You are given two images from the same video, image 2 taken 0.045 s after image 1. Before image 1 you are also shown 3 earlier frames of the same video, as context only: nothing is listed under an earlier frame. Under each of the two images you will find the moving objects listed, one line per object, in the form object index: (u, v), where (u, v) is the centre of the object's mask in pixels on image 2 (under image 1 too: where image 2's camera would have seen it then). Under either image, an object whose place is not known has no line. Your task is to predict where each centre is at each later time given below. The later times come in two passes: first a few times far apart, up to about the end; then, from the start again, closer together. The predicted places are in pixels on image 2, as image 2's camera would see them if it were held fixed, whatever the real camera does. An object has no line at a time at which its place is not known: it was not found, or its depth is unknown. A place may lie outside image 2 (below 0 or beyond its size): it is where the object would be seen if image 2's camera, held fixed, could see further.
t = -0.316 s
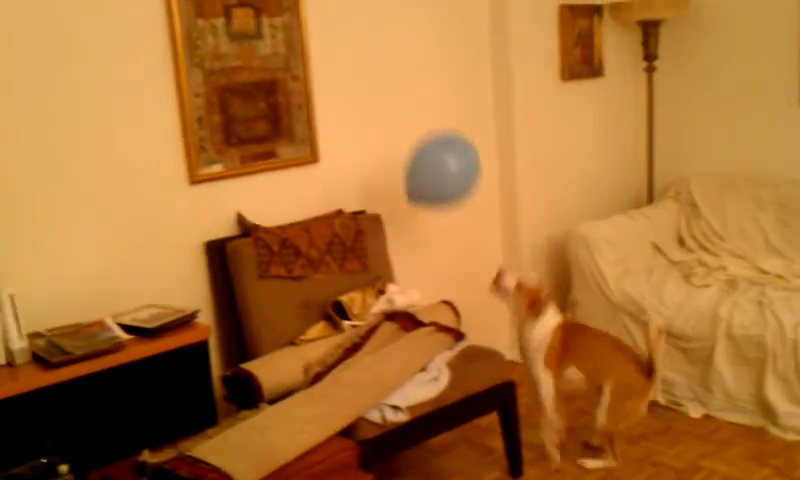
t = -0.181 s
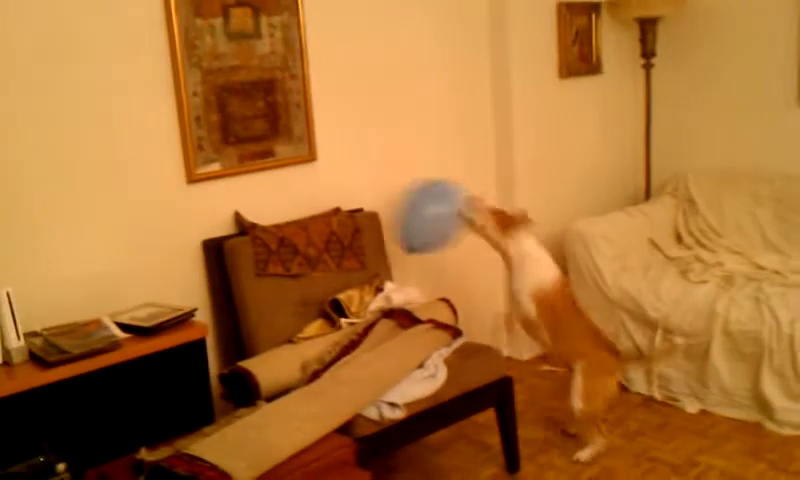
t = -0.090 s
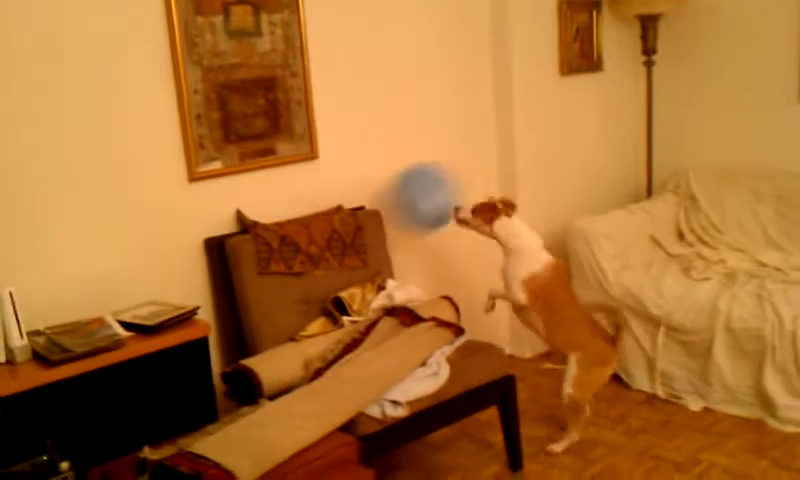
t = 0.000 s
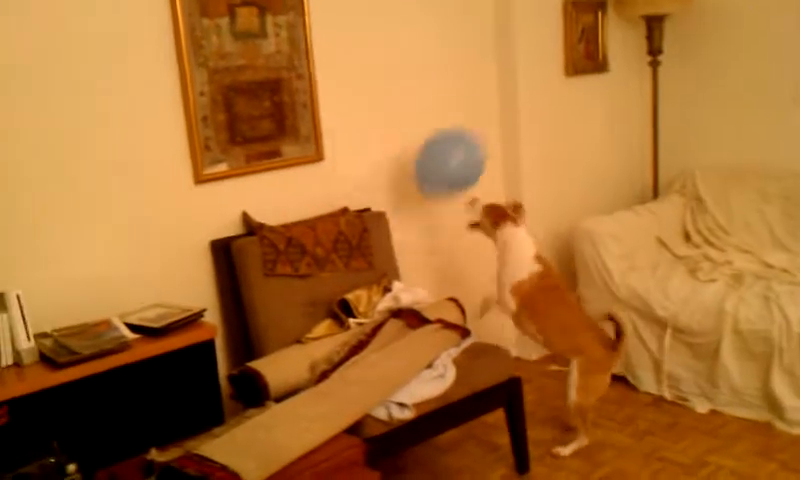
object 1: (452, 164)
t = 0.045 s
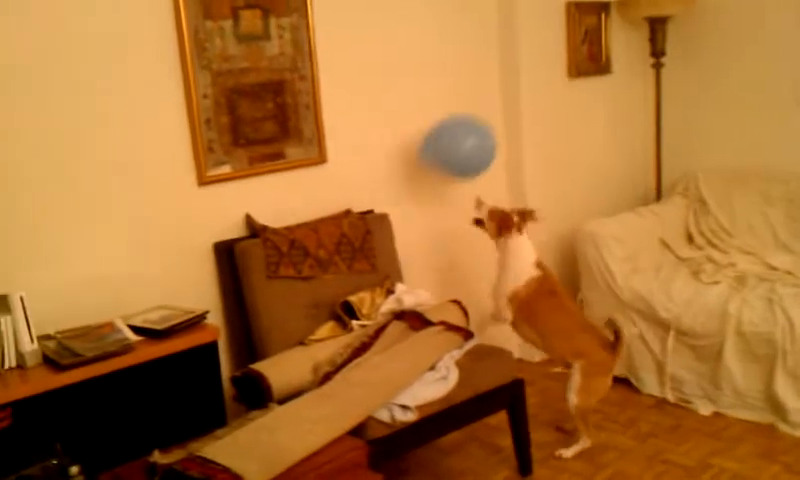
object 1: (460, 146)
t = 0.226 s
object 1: (479, 89)
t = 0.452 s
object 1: (513, 43)
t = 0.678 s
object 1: (540, 35)
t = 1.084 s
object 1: (561, 76)
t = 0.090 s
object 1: (465, 131)
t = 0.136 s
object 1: (469, 116)
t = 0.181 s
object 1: (473, 102)
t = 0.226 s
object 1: (479, 89)
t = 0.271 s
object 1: (484, 78)
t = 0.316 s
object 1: (489, 69)
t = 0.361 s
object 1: (501, 52)
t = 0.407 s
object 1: (508, 47)
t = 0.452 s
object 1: (513, 43)
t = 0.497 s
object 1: (519, 39)
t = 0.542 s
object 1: (524, 36)
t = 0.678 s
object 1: (540, 35)
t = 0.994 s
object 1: (559, 66)
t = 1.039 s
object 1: (560, 71)
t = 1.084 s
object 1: (561, 76)
